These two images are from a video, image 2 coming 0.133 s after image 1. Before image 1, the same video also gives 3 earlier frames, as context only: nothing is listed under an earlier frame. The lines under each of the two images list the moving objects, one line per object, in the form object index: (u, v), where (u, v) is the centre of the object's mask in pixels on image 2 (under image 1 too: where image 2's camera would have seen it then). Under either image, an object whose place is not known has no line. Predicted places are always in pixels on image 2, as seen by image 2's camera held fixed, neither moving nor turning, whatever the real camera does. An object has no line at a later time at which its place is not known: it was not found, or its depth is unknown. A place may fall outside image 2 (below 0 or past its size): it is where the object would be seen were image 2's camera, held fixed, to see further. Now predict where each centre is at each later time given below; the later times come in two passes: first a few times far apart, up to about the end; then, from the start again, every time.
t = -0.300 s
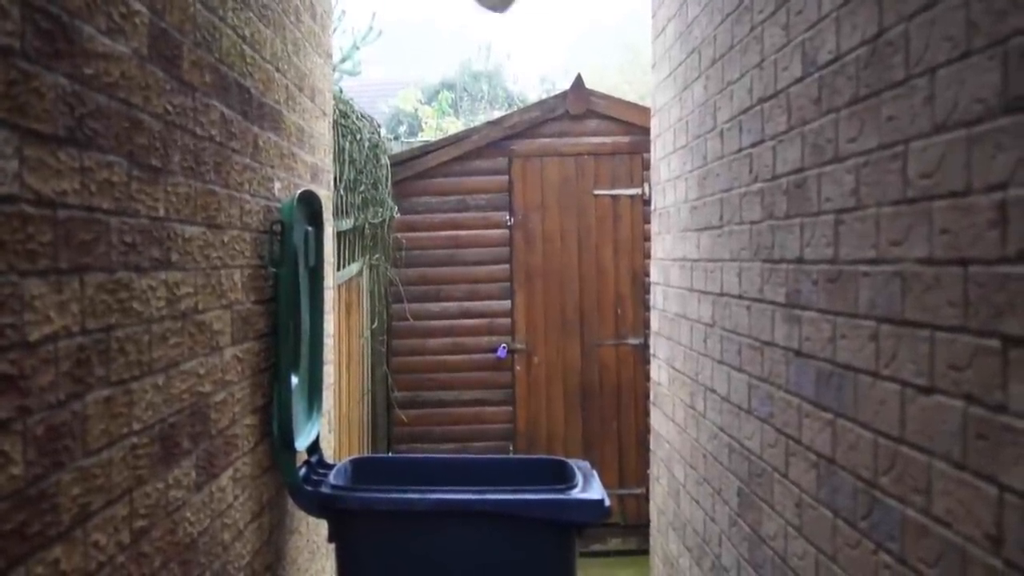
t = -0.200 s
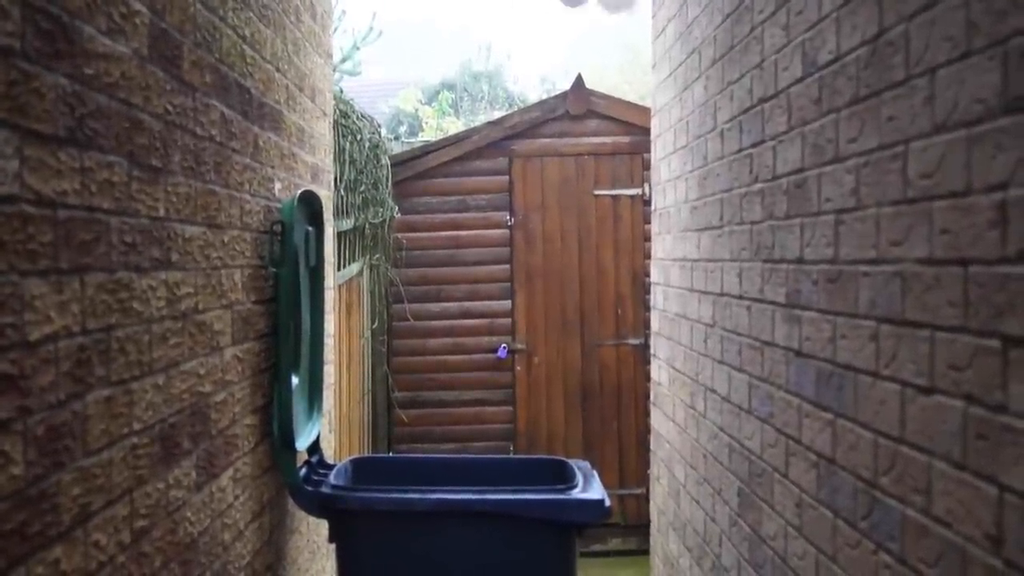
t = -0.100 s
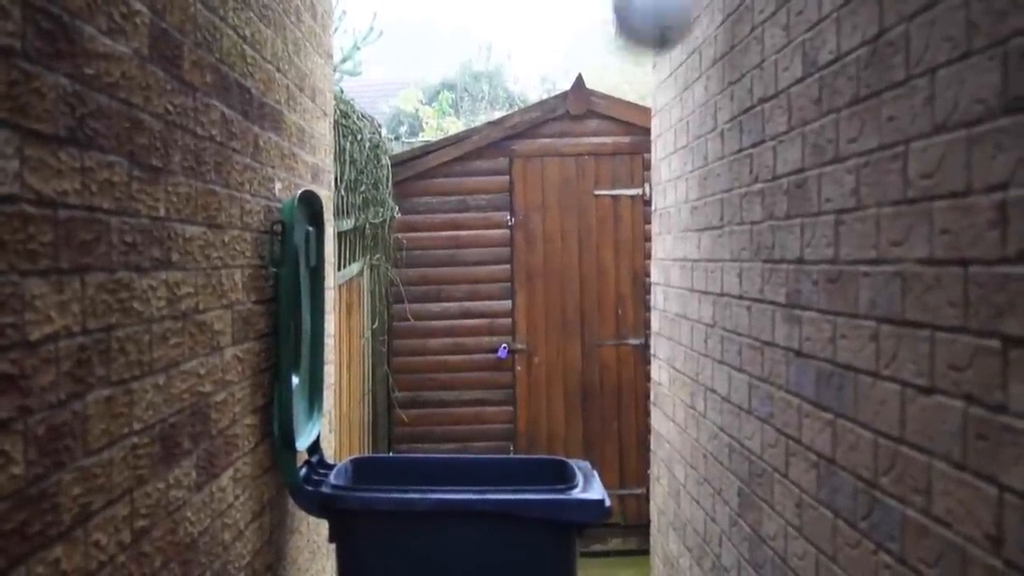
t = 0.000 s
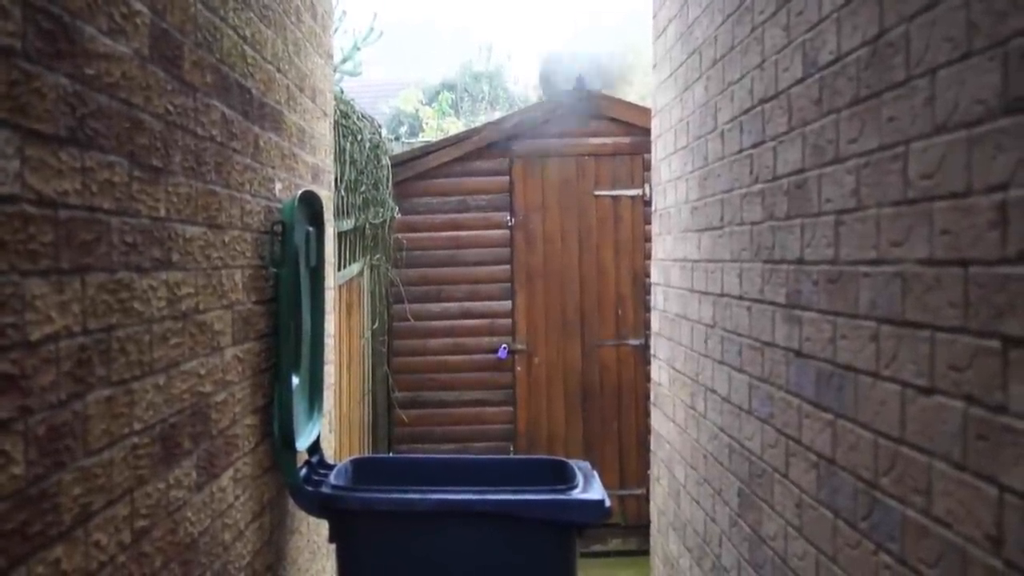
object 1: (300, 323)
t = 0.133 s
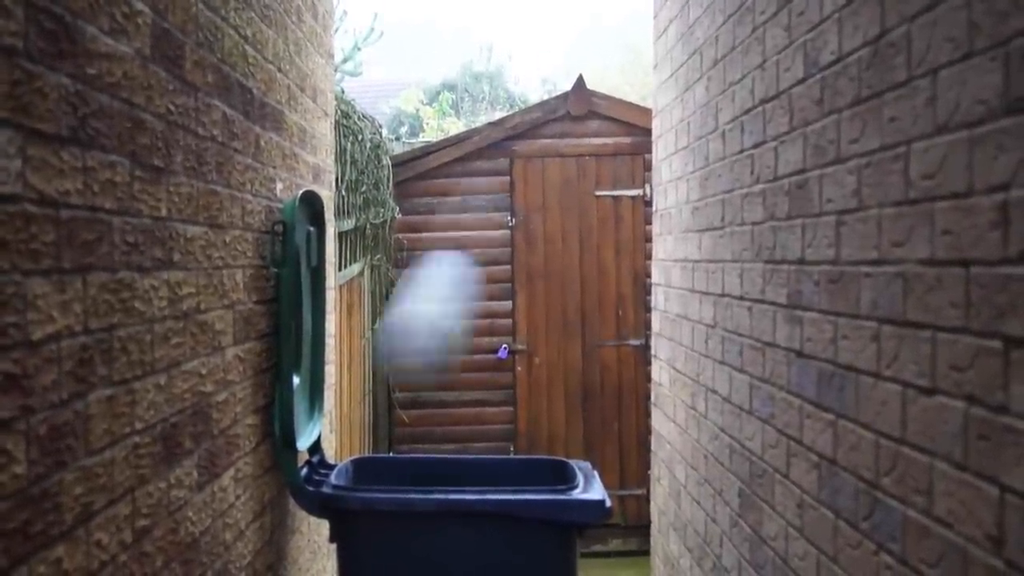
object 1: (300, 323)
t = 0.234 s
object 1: (300, 322)
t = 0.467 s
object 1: (305, 328)
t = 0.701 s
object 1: (319, 326)
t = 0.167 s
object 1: (300, 322)
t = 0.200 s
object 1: (300, 322)
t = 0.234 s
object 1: (300, 322)
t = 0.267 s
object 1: (301, 320)
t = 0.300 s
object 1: (303, 318)
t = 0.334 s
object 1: (303, 321)
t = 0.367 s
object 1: (303, 326)
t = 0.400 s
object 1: (303, 325)
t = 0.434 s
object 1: (304, 322)
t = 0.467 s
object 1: (305, 328)
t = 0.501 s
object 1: (308, 321)
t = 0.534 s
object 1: (309, 327)
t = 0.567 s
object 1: (311, 326)
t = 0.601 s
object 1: (313, 324)
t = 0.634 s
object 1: (315, 327)
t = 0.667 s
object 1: (317, 324)
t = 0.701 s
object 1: (319, 326)
